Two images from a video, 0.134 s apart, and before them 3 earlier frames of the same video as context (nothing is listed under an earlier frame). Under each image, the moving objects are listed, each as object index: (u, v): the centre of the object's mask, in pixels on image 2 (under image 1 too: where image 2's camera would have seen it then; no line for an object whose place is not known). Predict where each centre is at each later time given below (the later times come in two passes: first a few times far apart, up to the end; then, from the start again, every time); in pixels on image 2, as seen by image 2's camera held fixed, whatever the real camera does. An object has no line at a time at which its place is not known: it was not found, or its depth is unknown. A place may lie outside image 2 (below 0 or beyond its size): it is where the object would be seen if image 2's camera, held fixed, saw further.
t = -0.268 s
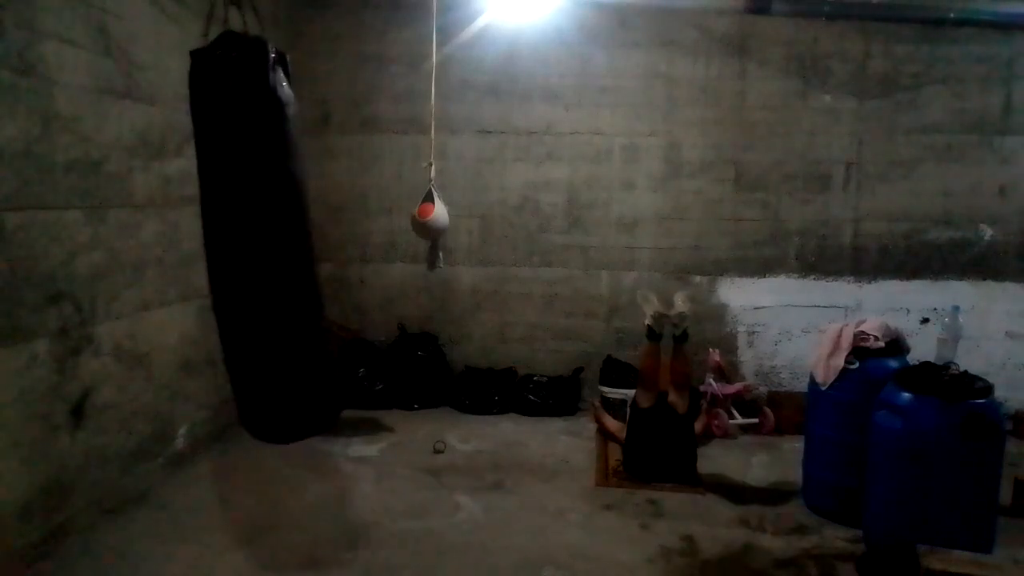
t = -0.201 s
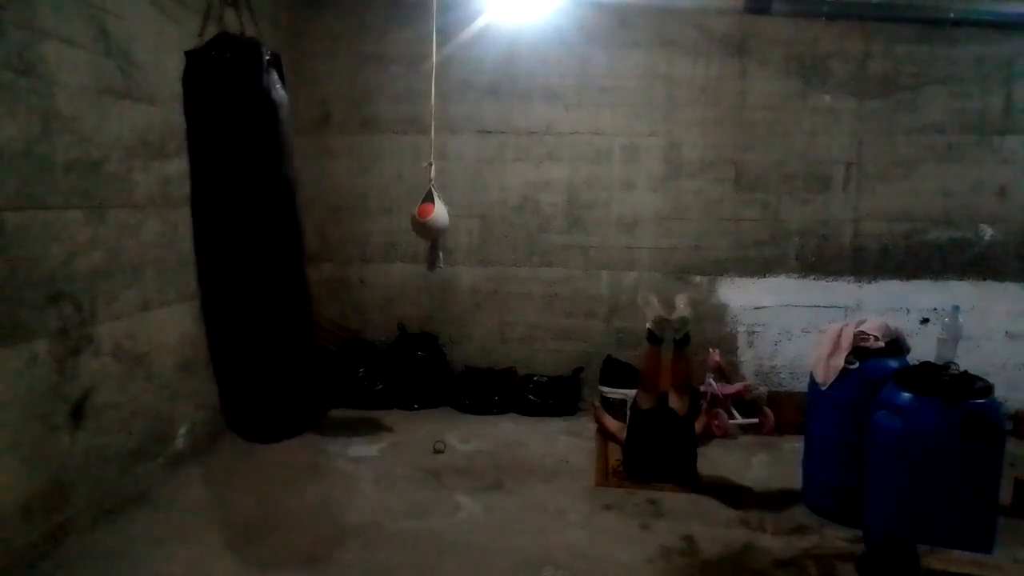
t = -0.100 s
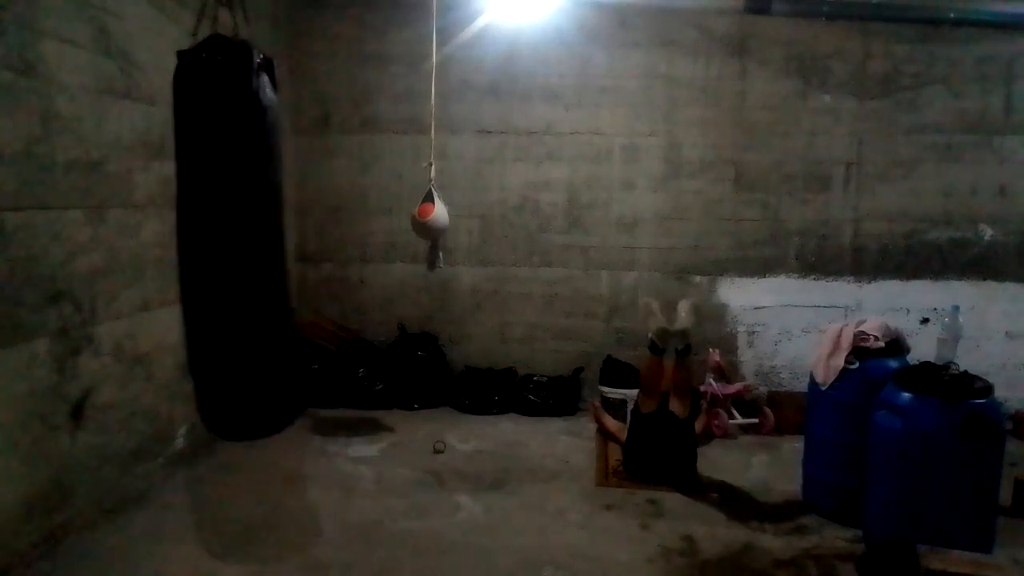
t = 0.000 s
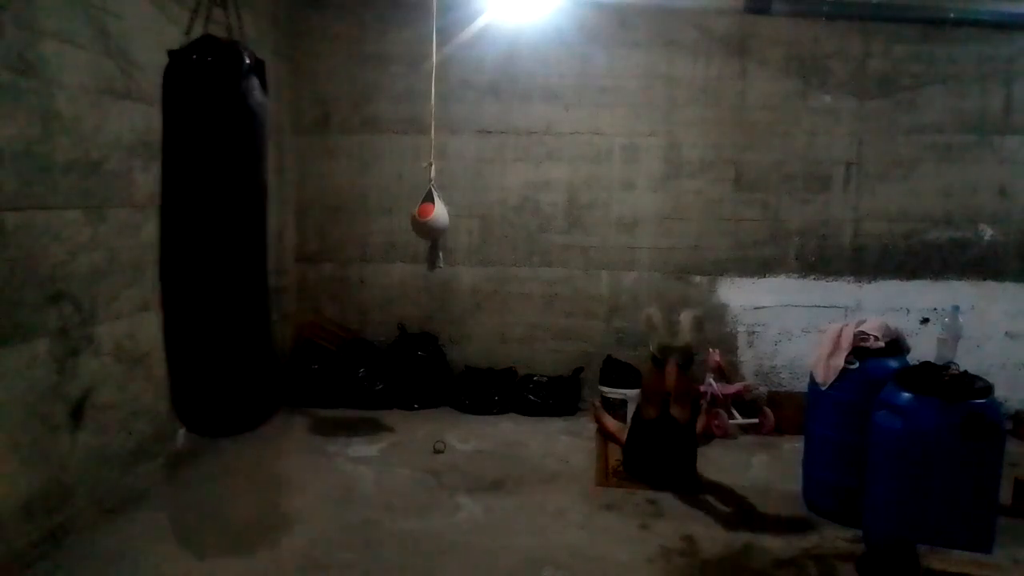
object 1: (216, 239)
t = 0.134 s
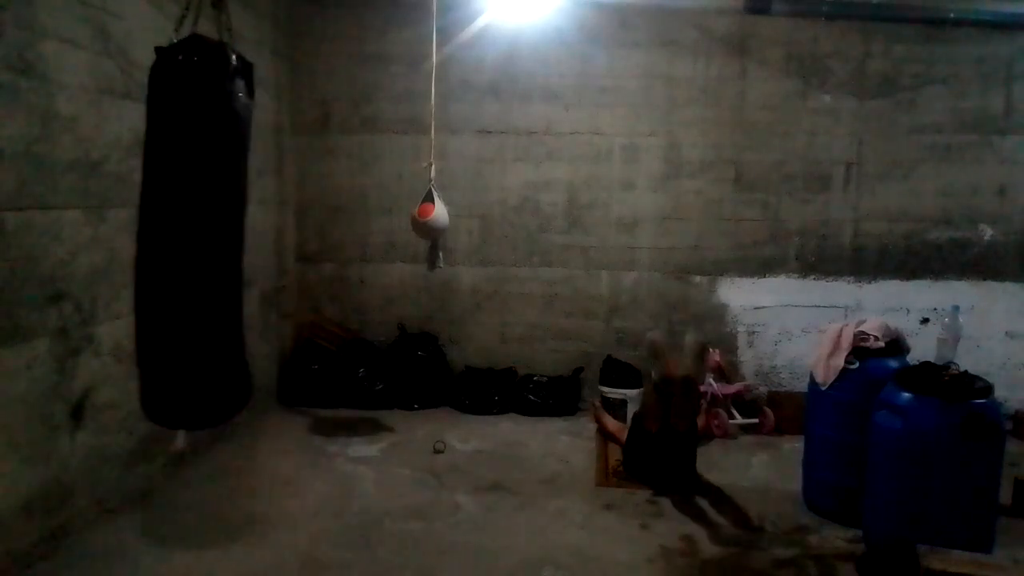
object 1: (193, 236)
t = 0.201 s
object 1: (183, 233)
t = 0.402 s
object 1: (160, 227)
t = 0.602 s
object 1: (152, 226)
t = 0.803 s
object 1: (159, 230)
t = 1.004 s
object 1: (183, 238)
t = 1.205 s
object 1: (216, 243)
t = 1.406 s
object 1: (252, 244)
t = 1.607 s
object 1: (279, 240)
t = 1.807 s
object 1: (289, 238)
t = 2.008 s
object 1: (281, 239)
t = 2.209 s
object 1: (256, 241)
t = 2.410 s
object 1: (221, 240)
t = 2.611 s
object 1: (188, 235)
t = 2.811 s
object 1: (163, 228)
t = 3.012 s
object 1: (151, 225)
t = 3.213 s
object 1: (157, 229)
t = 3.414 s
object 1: (178, 237)
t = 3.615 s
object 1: (211, 242)
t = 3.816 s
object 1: (247, 243)
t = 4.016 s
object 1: (275, 240)
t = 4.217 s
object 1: (289, 238)
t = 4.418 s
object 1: (284, 239)
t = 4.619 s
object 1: (260, 240)
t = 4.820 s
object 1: (227, 241)
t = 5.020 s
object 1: (192, 237)
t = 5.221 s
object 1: (165, 230)
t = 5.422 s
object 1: (152, 226)
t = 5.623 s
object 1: (155, 228)
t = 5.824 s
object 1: (174, 235)
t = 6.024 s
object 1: (205, 241)
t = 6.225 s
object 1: (241, 243)
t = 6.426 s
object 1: (271, 240)
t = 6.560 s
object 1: (284, 238)
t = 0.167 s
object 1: (188, 234)
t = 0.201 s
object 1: (183, 233)
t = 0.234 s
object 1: (179, 232)
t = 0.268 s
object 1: (174, 231)
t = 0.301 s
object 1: (170, 230)
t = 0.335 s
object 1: (166, 229)
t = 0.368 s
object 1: (163, 228)
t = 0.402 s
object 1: (160, 227)
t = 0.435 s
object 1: (158, 226)
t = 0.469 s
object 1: (155, 226)
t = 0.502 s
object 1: (154, 226)
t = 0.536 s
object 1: (152, 226)
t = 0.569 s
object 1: (152, 226)
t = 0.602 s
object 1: (152, 226)
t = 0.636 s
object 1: (152, 226)
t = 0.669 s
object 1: (152, 227)
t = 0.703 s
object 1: (153, 227)
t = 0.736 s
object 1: (155, 228)
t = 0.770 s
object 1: (157, 229)
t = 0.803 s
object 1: (159, 230)
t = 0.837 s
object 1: (162, 231)
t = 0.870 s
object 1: (166, 232)
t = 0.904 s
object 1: (169, 234)
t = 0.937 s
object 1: (173, 235)
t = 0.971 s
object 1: (178, 237)
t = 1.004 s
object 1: (183, 238)
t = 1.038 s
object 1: (188, 239)
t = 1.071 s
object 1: (193, 241)
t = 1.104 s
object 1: (199, 241)
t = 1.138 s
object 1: (204, 242)
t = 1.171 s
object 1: (210, 242)
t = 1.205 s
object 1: (216, 243)
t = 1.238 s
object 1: (222, 243)
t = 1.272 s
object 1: (228, 243)
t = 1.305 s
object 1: (235, 244)
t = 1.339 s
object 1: (241, 244)
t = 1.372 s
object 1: (247, 245)
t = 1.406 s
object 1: (252, 244)
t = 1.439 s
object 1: (257, 243)
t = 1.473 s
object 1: (262, 242)
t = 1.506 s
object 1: (266, 241)
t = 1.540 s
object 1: (271, 240)
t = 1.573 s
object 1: (275, 240)
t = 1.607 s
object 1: (279, 240)
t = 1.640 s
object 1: (282, 239)
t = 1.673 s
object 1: (284, 238)
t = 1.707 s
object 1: (286, 239)
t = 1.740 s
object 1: (288, 238)
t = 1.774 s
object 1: (289, 238)
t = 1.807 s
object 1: (289, 238)
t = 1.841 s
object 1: (289, 238)
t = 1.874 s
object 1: (289, 238)
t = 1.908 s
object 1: (288, 238)
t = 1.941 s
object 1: (286, 239)
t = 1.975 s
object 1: (284, 239)
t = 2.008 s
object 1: (281, 239)
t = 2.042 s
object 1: (277, 239)
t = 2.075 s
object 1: (273, 239)
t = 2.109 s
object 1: (269, 239)
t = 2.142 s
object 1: (265, 240)
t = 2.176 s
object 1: (260, 240)
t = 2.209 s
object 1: (256, 241)
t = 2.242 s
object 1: (250, 242)
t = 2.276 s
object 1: (245, 242)
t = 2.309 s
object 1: (239, 241)
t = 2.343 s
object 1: (233, 241)
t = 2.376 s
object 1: (228, 240)
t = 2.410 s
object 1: (221, 240)
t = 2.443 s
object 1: (216, 239)
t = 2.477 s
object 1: (210, 239)
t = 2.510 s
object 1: (204, 238)
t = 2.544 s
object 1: (198, 237)
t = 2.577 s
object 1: (193, 237)
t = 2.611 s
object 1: (188, 235)
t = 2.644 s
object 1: (183, 234)
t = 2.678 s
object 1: (178, 233)
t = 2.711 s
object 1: (174, 232)
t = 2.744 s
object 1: (169, 231)
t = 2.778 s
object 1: (166, 230)
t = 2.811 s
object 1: (163, 228)
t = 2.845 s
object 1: (160, 227)
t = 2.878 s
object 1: (157, 227)
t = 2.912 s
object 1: (155, 226)
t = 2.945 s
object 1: (153, 226)
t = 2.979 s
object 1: (152, 225)
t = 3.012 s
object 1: (151, 225)
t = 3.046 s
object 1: (151, 226)
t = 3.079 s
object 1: (151, 226)
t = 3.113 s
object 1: (152, 227)
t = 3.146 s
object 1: (153, 227)
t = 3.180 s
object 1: (154, 228)
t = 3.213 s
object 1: (157, 229)
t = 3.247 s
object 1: (159, 230)
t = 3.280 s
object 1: (162, 231)
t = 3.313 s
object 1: (166, 232)
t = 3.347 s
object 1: (170, 234)
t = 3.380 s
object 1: (174, 235)
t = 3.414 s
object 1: (178, 237)
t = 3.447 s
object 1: (183, 238)
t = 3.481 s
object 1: (188, 239)
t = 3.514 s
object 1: (194, 240)
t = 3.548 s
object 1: (199, 241)
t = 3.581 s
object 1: (205, 242)
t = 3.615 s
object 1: (211, 242)
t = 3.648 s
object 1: (217, 243)
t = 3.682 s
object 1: (223, 243)
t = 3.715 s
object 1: (229, 242)
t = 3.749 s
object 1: (235, 243)
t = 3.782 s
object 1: (241, 244)
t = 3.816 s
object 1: (247, 243)
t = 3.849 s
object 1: (252, 243)
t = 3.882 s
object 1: (258, 243)
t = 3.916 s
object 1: (262, 241)
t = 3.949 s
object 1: (266, 240)
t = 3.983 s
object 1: (271, 240)
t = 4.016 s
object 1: (275, 240)
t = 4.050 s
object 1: (278, 239)
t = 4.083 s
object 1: (282, 239)
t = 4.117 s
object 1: (284, 238)
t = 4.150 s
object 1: (286, 238)
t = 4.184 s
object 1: (288, 238)
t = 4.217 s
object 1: (289, 238)
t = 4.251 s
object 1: (289, 238)
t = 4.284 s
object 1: (290, 238)
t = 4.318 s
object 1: (289, 238)
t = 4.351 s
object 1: (288, 238)
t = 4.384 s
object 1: (286, 238)
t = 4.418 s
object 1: (284, 239)
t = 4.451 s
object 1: (280, 239)
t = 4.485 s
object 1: (277, 240)
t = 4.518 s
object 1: (274, 240)
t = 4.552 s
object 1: (269, 239)
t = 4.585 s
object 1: (264, 239)
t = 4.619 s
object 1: (260, 240)
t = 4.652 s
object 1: (255, 241)
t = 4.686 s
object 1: (250, 242)
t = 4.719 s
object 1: (244, 242)
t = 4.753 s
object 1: (238, 241)
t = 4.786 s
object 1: (233, 241)
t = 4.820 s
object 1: (227, 241)
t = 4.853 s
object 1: (221, 241)
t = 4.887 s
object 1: (215, 240)
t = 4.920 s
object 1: (209, 239)
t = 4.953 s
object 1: (203, 239)
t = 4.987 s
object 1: (198, 238)
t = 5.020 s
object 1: (192, 237)
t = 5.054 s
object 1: (187, 235)
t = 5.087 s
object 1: (182, 234)
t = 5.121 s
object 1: (177, 233)
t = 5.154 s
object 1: (173, 232)
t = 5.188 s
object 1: (169, 231)
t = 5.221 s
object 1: (165, 230)
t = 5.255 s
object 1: (162, 229)
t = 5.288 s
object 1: (159, 228)
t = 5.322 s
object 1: (156, 227)
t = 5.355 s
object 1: (154, 227)
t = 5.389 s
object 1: (153, 226)
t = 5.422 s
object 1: (152, 226)
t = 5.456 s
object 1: (151, 226)
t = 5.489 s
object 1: (151, 226)
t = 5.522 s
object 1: (151, 226)
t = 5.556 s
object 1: (152, 227)
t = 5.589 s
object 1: (153, 228)
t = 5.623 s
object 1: (155, 228)
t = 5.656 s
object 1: (157, 229)
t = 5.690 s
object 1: (159, 230)
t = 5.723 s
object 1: (163, 231)
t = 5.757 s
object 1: (166, 232)
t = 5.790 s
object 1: (170, 234)
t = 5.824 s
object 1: (174, 235)
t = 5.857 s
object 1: (179, 236)
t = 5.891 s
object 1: (184, 237)
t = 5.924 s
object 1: (189, 239)
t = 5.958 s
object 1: (194, 240)
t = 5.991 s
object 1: (200, 241)
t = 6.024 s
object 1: (205, 241)
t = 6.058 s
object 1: (211, 241)
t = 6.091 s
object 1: (217, 242)
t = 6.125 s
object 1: (223, 242)
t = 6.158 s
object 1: (229, 242)
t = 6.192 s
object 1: (235, 242)
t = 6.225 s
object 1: (241, 243)
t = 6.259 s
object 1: (248, 244)
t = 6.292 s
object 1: (253, 243)
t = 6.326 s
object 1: (257, 242)
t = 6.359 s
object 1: (262, 241)
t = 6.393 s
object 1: (267, 240)
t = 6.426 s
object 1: (271, 240)
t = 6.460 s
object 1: (276, 240)
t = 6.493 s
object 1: (279, 239)
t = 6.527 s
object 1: (282, 239)
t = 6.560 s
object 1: (284, 238)
